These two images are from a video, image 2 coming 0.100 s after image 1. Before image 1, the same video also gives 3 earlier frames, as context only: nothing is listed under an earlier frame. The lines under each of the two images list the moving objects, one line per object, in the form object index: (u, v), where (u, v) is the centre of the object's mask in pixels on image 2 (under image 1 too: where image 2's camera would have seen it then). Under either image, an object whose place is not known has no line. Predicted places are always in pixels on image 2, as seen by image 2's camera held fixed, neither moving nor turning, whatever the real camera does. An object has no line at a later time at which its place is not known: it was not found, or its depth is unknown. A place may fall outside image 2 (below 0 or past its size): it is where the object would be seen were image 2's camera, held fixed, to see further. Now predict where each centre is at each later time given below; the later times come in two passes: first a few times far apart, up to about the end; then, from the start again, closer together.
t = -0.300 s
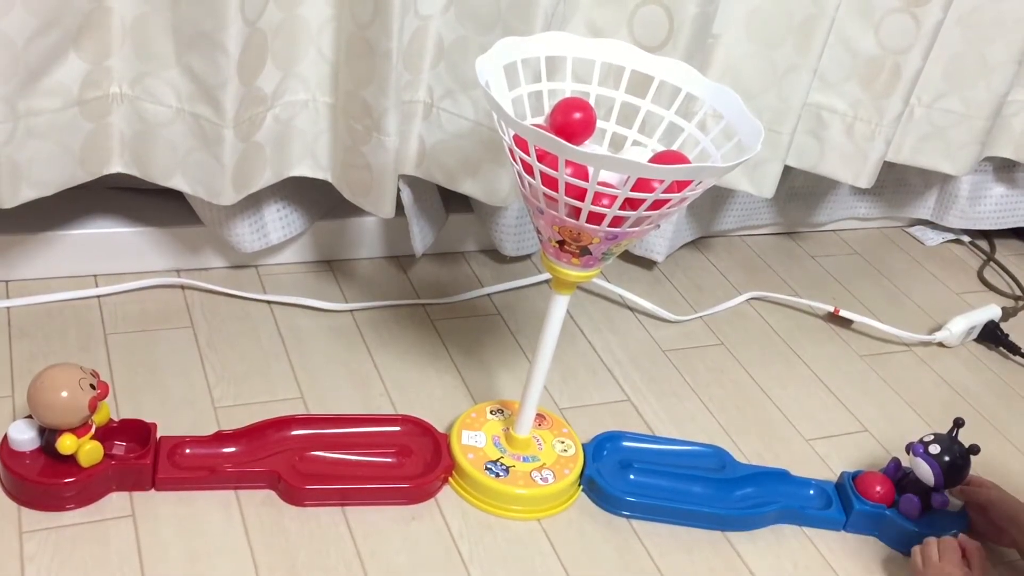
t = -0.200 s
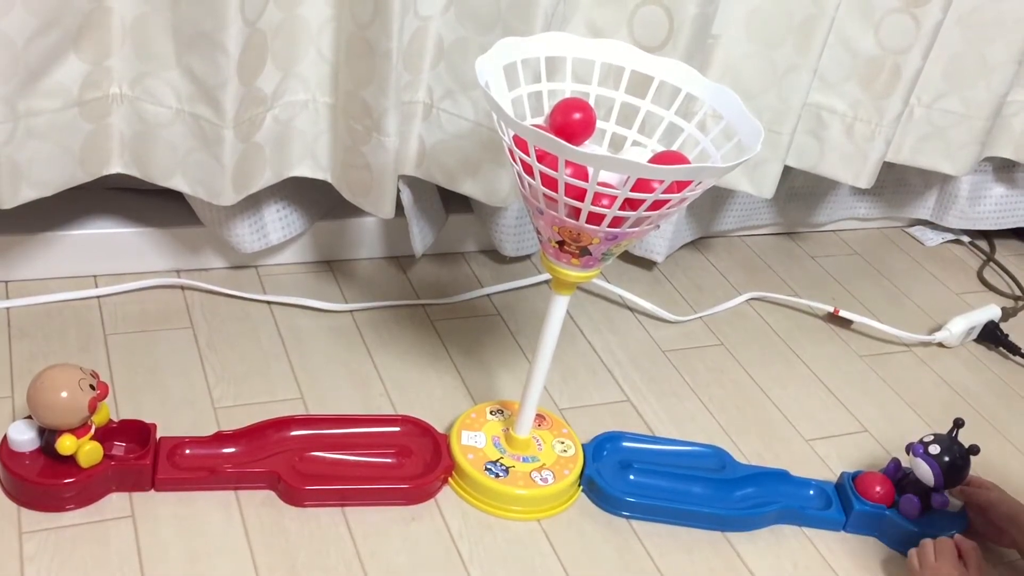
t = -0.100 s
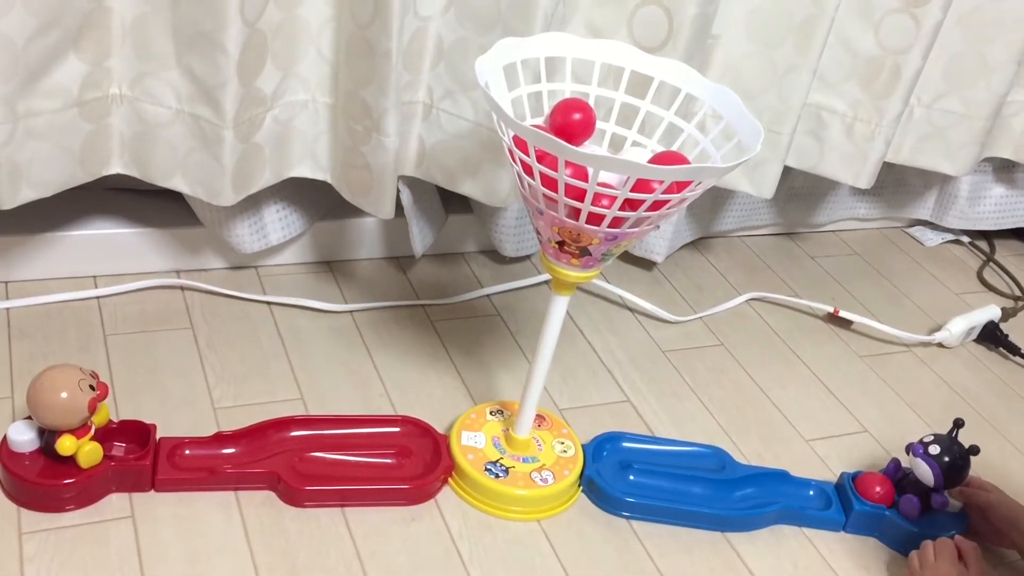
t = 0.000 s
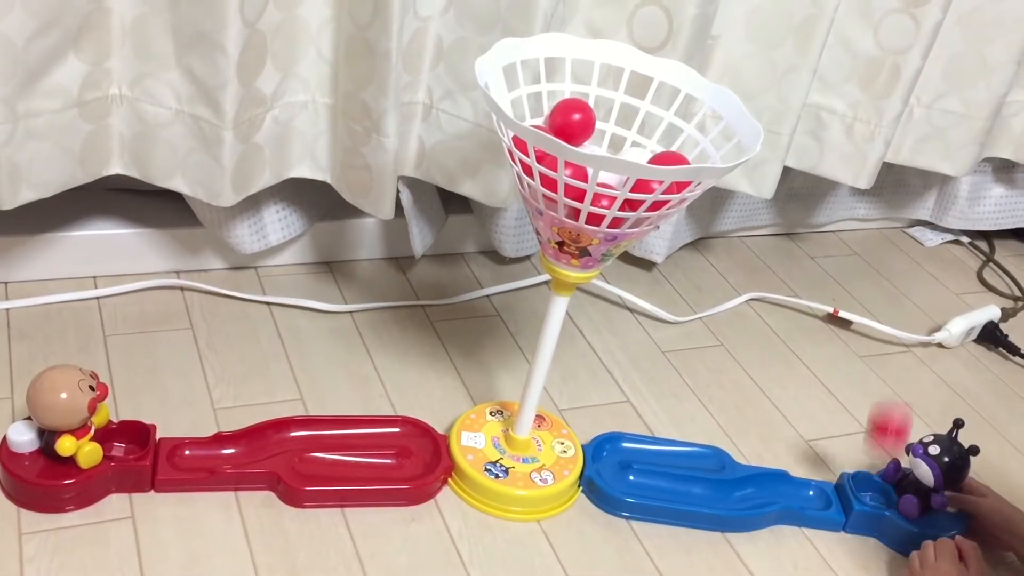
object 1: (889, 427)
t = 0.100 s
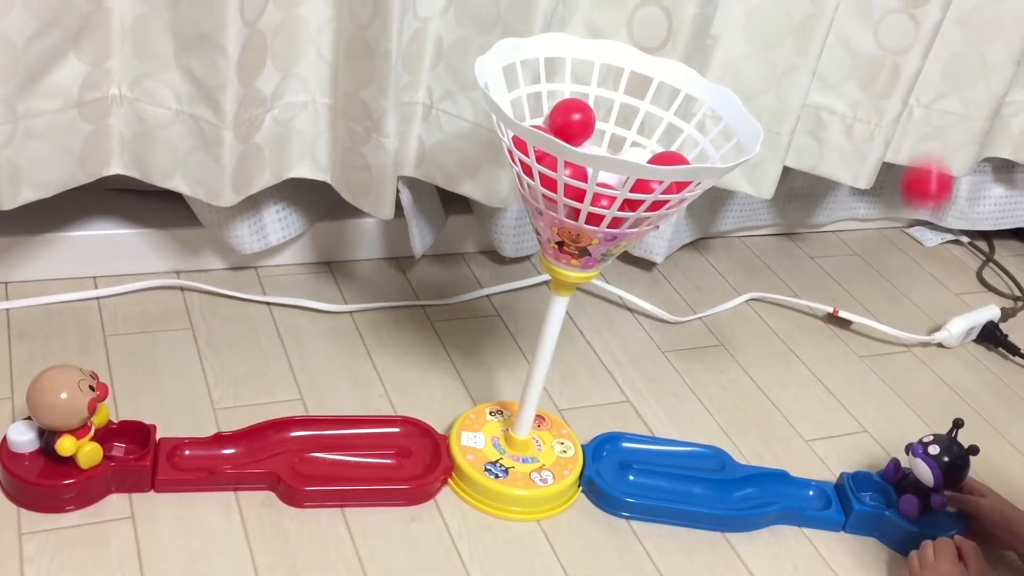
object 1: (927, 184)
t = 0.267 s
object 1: (820, 85)
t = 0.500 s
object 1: (716, 419)
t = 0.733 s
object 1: (666, 447)
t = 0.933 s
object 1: (630, 446)
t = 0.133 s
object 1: (924, 123)
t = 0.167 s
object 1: (912, 82)
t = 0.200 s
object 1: (890, 61)
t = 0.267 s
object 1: (820, 85)
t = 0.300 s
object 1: (784, 127)
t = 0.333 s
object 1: (778, 178)
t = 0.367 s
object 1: (765, 246)
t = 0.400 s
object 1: (747, 326)
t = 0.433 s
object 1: (725, 410)
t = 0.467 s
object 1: (716, 434)
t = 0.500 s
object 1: (716, 419)
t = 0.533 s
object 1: (710, 418)
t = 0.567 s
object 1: (699, 431)
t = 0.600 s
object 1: (685, 450)
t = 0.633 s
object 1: (680, 449)
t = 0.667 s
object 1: (672, 446)
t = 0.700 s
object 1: (669, 445)
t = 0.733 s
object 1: (666, 447)
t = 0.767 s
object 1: (661, 446)
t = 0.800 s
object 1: (657, 446)
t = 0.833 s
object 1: (650, 445)
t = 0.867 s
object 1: (644, 445)
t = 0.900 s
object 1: (638, 446)
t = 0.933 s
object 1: (630, 446)
